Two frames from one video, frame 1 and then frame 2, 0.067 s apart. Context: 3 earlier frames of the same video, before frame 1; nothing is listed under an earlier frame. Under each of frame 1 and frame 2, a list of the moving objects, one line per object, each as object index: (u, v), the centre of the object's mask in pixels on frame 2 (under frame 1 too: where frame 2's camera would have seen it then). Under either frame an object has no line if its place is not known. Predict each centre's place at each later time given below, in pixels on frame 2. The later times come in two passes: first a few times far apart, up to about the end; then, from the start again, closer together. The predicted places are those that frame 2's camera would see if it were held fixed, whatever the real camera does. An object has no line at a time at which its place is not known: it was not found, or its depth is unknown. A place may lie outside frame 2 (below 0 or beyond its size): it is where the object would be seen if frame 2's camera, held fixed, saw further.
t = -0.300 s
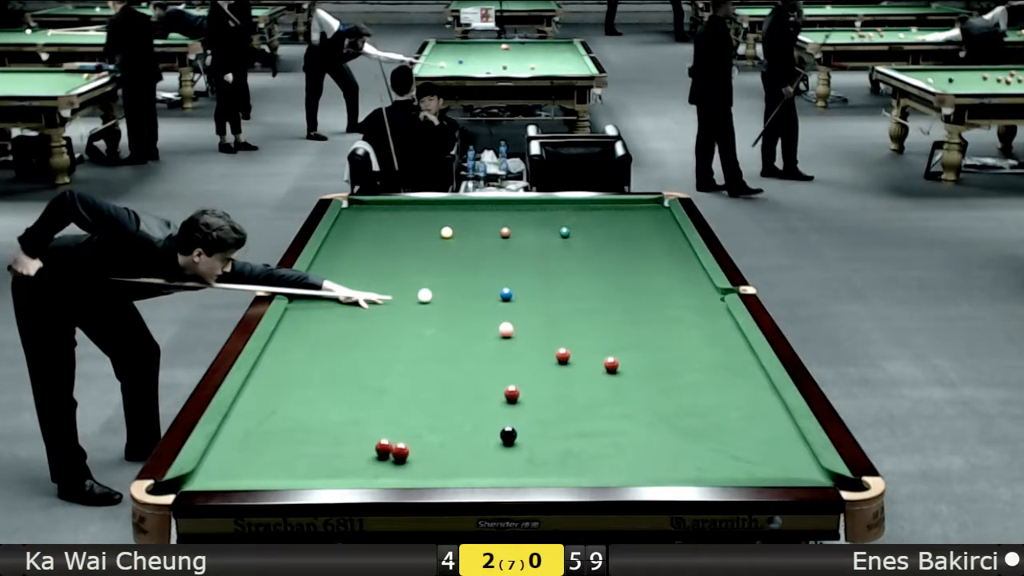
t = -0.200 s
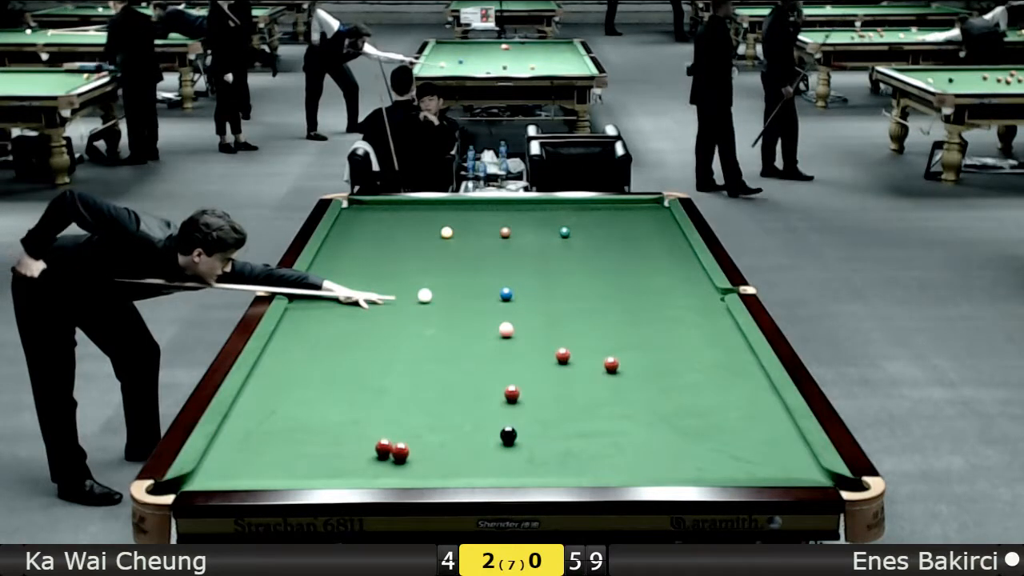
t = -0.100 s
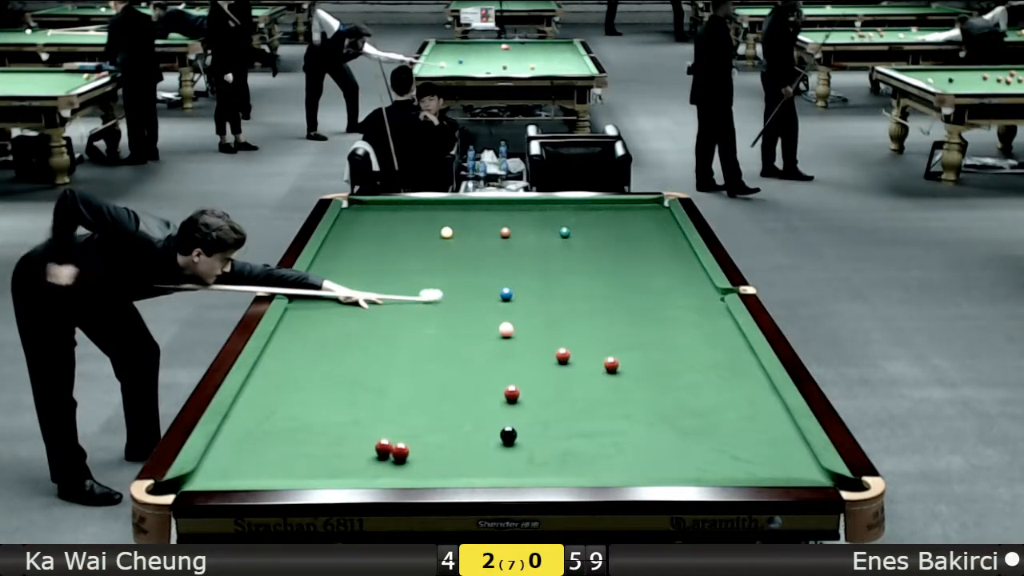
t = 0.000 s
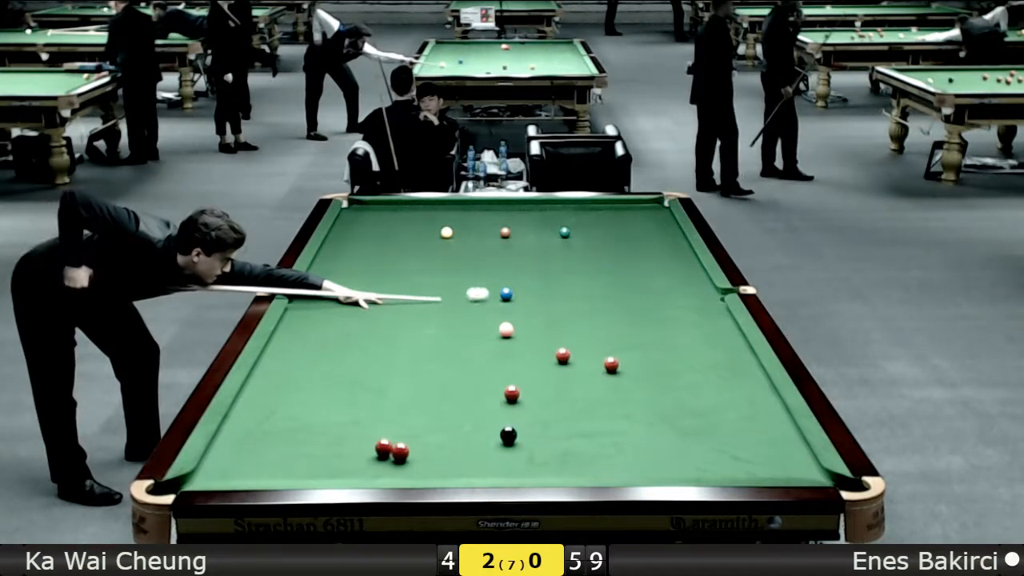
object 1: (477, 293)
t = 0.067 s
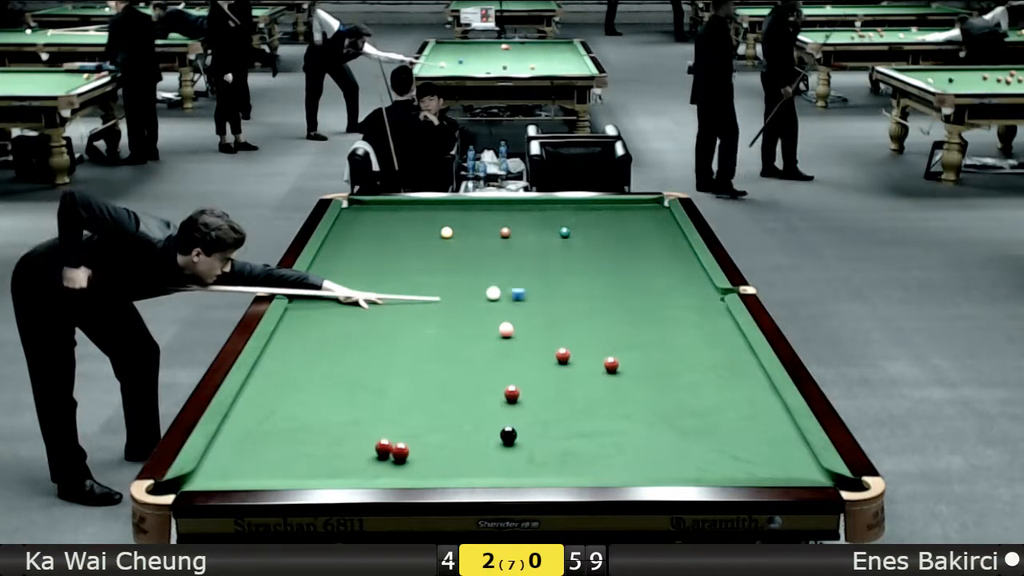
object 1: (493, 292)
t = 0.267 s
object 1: (487, 292)
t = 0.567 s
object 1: (477, 291)
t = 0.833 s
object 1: (470, 291)
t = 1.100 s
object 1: (464, 291)
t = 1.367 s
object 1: (460, 290)
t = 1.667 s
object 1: (457, 290)
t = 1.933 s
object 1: (456, 290)
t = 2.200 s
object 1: (455, 290)
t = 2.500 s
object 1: (455, 290)
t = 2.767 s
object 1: (455, 290)
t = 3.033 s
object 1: (455, 290)
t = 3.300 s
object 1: (455, 290)
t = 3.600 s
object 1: (456, 290)
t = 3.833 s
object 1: (456, 290)
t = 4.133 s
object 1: (456, 290)
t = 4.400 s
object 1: (454, 288)
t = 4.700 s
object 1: (455, 290)
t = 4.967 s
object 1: (455, 290)
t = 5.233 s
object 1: (455, 290)
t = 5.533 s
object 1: (455, 290)
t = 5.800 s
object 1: (456, 290)
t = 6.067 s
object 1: (456, 290)
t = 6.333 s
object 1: (456, 290)
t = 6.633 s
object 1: (456, 290)
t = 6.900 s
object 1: (455, 290)
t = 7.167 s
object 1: (455, 290)
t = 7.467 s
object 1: (456, 290)
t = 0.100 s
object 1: (492, 292)
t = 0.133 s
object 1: (491, 292)
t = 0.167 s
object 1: (490, 292)
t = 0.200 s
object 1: (489, 292)
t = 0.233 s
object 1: (488, 292)
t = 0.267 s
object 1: (487, 292)
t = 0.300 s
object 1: (485, 292)
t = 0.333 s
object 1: (484, 292)
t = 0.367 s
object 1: (483, 292)
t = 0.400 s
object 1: (482, 292)
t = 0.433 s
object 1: (481, 291)
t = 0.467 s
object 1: (480, 291)
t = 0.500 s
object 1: (479, 292)
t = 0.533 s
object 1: (478, 291)
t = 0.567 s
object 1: (477, 291)
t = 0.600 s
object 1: (476, 291)
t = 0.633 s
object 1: (475, 291)
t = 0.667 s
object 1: (474, 291)
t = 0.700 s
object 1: (473, 291)
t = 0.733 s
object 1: (472, 291)
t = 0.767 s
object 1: (471, 291)
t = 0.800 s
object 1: (470, 291)
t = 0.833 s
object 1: (470, 291)
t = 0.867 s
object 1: (469, 291)
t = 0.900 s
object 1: (468, 291)
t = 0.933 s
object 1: (467, 291)
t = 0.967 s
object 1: (467, 291)
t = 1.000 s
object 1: (466, 291)
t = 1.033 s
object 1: (465, 291)
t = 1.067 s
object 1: (464, 291)
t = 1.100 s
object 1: (464, 291)
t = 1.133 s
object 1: (463, 291)
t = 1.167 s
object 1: (463, 290)
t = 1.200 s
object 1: (462, 290)
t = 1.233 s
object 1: (462, 290)
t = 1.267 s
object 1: (461, 290)
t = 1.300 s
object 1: (461, 290)
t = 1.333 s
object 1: (460, 290)
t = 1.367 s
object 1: (460, 290)
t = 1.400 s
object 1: (459, 290)
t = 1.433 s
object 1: (459, 290)
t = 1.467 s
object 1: (458, 290)
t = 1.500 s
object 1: (458, 290)
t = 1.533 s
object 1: (458, 290)
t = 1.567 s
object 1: (458, 290)
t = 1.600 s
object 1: (457, 290)
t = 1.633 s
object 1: (457, 290)
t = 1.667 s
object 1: (457, 290)
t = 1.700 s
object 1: (456, 290)
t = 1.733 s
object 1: (456, 290)
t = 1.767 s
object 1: (456, 290)
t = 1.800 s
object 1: (456, 290)
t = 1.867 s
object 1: (456, 290)
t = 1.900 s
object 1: (456, 290)
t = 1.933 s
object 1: (456, 290)
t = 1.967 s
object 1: (455, 290)
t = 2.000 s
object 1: (455, 290)
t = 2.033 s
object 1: (455, 290)
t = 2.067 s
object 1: (455, 290)
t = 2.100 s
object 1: (455, 290)
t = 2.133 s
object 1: (455, 290)
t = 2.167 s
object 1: (455, 290)
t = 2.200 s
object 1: (455, 290)
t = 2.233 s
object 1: (455, 290)
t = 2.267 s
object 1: (455, 290)
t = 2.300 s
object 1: (455, 290)
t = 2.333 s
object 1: (455, 290)
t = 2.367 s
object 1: (455, 290)
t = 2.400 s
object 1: (455, 290)
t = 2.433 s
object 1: (455, 290)
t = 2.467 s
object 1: (455, 290)
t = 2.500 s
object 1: (455, 290)
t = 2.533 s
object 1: (455, 290)
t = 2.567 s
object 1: (455, 290)
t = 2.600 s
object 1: (455, 290)
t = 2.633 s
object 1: (455, 290)
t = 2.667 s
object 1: (455, 290)
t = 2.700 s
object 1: (455, 290)
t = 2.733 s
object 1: (455, 290)
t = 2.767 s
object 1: (455, 290)
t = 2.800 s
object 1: (455, 290)
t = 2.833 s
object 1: (455, 290)
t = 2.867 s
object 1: (455, 290)
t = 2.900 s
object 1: (455, 290)
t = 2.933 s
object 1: (455, 290)
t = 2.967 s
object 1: (455, 290)
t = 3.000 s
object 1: (455, 290)
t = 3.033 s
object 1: (455, 290)
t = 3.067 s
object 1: (455, 290)
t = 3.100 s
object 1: (455, 290)
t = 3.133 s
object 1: (455, 290)
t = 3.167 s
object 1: (455, 290)
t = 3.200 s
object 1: (455, 290)
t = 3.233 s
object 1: (455, 290)
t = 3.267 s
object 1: (455, 290)
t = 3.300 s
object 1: (455, 290)
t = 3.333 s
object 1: (455, 290)
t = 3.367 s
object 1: (455, 290)
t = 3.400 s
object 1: (455, 290)
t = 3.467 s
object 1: (455, 290)
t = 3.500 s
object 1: (455, 290)
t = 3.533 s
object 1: (455, 290)
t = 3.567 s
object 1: (456, 290)
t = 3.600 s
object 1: (456, 290)
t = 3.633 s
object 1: (456, 290)
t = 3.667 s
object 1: (456, 290)
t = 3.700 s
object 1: (456, 290)
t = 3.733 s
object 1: (456, 290)
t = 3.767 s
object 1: (456, 290)
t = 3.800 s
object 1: (456, 290)
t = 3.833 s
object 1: (456, 290)
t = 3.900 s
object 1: (456, 290)
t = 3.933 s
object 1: (456, 290)
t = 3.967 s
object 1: (456, 290)
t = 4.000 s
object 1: (456, 290)
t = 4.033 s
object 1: (456, 290)
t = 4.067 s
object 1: (456, 290)
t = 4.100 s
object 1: (456, 290)
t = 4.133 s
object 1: (456, 290)
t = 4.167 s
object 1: (456, 290)
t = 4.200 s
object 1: (456, 290)
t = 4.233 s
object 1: (457, 288)
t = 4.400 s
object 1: (454, 288)
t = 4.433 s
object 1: (455, 290)
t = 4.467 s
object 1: (455, 290)
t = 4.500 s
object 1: (455, 290)
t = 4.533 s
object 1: (455, 290)
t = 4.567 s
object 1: (455, 290)
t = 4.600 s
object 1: (455, 290)
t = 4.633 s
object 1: (455, 290)
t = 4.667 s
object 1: (455, 290)
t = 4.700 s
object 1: (455, 290)
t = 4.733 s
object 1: (455, 290)
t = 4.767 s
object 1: (455, 290)
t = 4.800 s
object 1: (455, 290)
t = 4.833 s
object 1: (455, 290)
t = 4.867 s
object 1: (455, 290)
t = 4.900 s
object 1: (455, 290)
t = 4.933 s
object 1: (455, 290)
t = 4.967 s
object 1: (455, 290)
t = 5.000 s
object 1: (455, 290)
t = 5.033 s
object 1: (455, 290)
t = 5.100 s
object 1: (455, 290)
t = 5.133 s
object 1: (455, 290)
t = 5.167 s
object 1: (455, 290)
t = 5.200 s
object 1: (455, 290)
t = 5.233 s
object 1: (455, 290)
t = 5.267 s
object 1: (455, 290)
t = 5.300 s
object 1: (455, 290)
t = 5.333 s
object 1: (455, 290)
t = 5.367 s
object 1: (455, 290)
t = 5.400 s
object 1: (455, 290)
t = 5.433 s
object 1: (455, 290)
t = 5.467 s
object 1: (455, 290)
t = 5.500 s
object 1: (456, 290)
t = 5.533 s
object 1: (455, 290)
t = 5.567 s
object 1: (455, 290)
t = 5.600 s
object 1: (455, 290)
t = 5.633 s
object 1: (455, 290)
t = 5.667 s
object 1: (455, 290)
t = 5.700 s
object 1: (456, 290)
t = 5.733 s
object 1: (456, 290)
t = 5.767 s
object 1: (456, 290)
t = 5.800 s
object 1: (456, 290)
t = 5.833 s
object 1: (456, 290)
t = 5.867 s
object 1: (456, 290)
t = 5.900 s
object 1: (456, 290)
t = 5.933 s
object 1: (456, 290)
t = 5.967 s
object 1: (456, 290)
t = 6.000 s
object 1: (456, 290)
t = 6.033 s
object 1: (456, 290)
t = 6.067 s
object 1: (456, 290)
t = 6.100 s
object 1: (456, 290)
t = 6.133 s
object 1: (456, 290)
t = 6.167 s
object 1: (456, 290)
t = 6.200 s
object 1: (456, 290)
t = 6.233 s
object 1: (456, 290)
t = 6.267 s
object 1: (456, 290)
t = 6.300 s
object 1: (456, 290)
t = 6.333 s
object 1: (456, 290)
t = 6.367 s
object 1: (456, 290)
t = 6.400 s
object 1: (456, 290)
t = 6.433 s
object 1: (456, 290)
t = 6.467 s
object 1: (456, 290)
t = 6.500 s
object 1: (456, 290)
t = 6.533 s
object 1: (456, 290)
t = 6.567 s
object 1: (456, 290)
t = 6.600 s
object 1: (456, 290)
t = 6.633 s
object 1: (456, 290)
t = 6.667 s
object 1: (456, 290)
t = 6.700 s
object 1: (456, 290)
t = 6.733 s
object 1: (456, 290)
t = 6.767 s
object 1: (456, 290)
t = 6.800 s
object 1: (456, 290)
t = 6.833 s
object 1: (456, 290)
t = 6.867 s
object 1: (455, 290)
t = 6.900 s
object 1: (455, 290)
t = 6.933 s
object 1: (455, 290)
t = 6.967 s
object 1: (455, 290)
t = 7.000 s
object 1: (455, 290)
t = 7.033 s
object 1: (455, 290)
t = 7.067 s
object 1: (455, 290)
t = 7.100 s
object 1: (455, 290)
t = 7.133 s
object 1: (456, 290)
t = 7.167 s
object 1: (455, 290)
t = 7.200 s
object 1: (456, 290)
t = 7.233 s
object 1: (455, 290)
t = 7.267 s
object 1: (456, 290)
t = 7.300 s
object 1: (455, 290)
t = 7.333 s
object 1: (455, 290)
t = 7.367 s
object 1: (456, 290)
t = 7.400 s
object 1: (456, 290)
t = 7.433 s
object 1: (456, 290)
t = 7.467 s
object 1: (456, 290)
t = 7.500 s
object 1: (456, 290)
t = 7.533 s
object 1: (456, 290)
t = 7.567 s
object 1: (456, 290)
